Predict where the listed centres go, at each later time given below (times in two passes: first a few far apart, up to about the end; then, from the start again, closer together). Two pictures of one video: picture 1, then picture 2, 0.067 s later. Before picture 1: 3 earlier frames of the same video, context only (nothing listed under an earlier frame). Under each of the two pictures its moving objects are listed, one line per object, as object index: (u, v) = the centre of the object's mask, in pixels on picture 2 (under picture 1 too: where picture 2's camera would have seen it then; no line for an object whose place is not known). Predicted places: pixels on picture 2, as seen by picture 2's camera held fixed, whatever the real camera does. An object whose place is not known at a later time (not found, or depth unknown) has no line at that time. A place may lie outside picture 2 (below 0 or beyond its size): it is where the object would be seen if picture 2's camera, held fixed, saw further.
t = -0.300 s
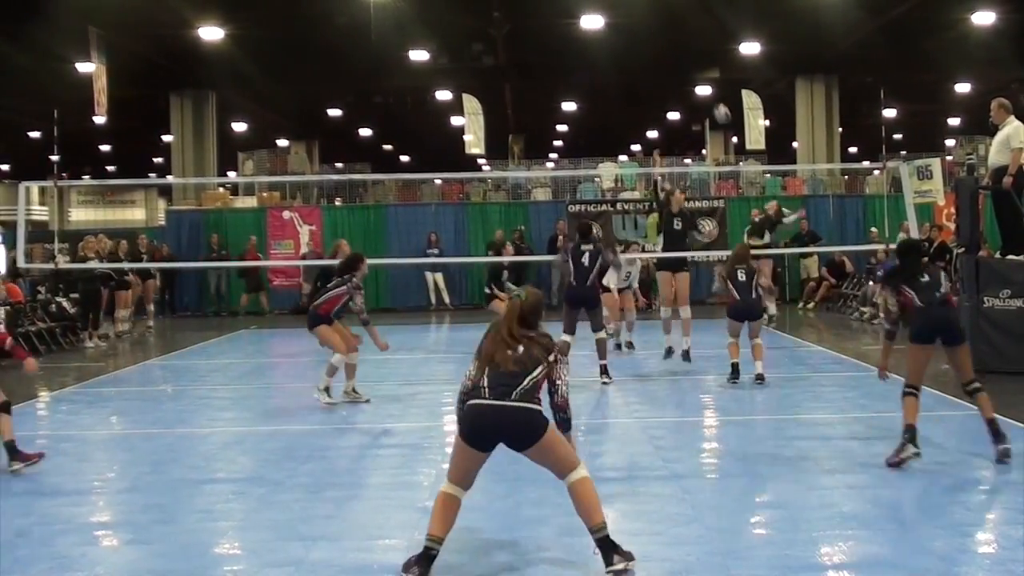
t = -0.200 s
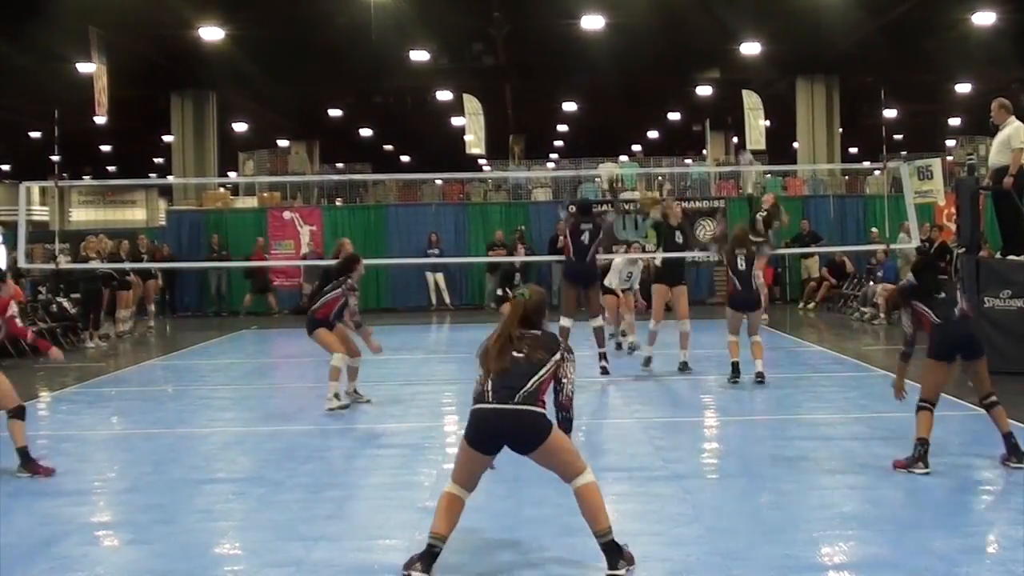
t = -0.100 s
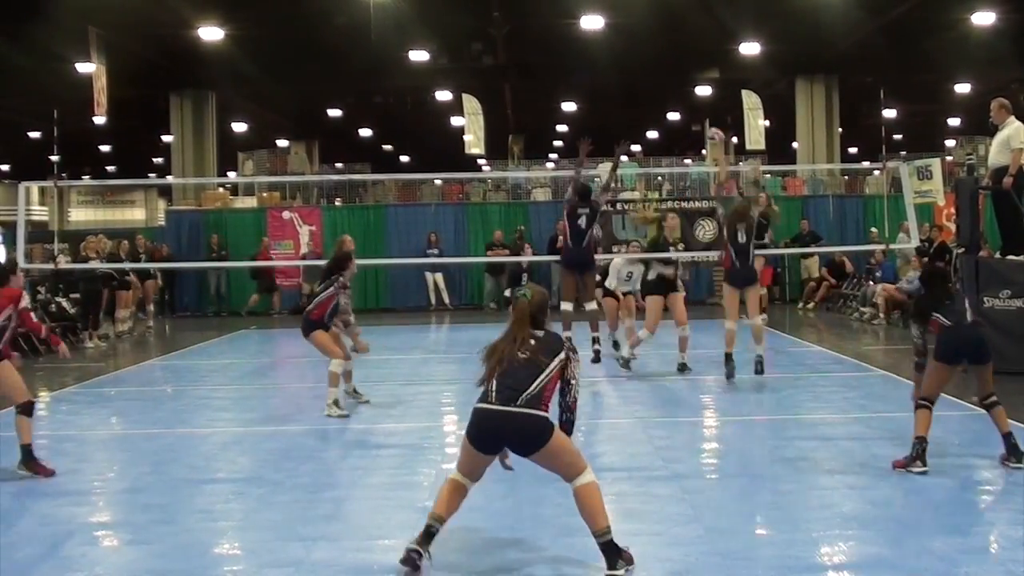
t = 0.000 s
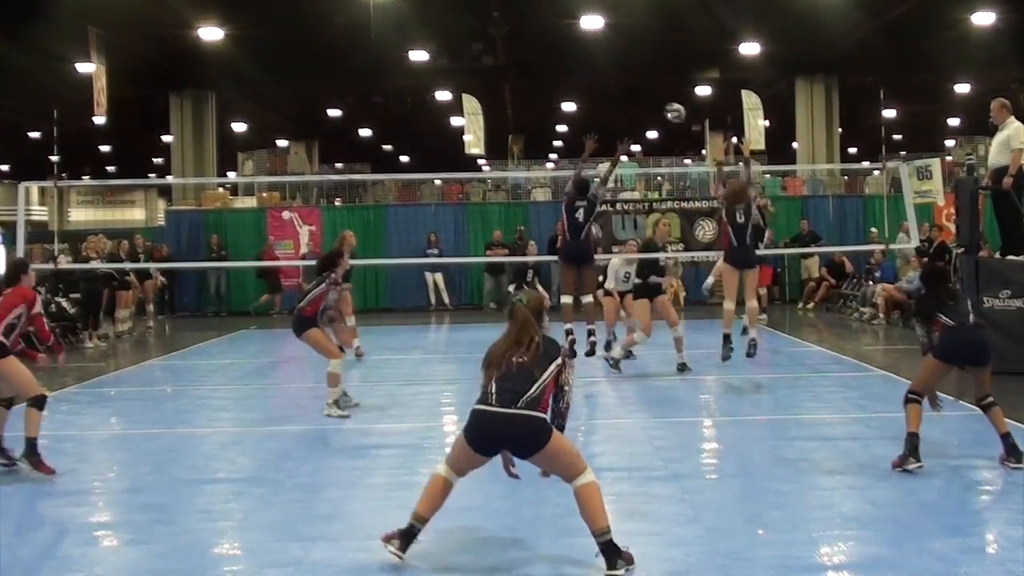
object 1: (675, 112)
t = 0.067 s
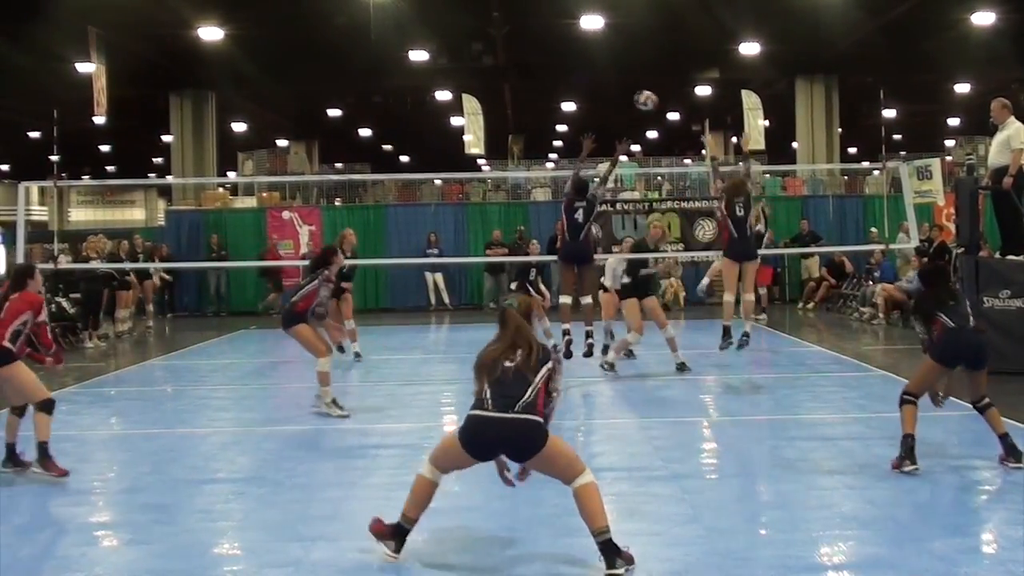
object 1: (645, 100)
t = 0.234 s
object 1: (561, 90)
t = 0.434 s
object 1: (425, 130)
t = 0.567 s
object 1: (303, 214)
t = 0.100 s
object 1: (630, 96)
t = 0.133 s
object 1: (615, 93)
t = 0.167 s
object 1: (597, 91)
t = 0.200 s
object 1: (579, 90)
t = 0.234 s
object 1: (561, 90)
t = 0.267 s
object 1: (541, 92)
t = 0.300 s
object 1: (520, 96)
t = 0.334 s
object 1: (499, 102)
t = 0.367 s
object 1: (477, 108)
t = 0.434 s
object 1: (425, 130)
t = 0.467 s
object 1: (397, 145)
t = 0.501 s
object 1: (368, 161)
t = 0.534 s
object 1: (337, 185)
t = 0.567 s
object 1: (303, 214)
